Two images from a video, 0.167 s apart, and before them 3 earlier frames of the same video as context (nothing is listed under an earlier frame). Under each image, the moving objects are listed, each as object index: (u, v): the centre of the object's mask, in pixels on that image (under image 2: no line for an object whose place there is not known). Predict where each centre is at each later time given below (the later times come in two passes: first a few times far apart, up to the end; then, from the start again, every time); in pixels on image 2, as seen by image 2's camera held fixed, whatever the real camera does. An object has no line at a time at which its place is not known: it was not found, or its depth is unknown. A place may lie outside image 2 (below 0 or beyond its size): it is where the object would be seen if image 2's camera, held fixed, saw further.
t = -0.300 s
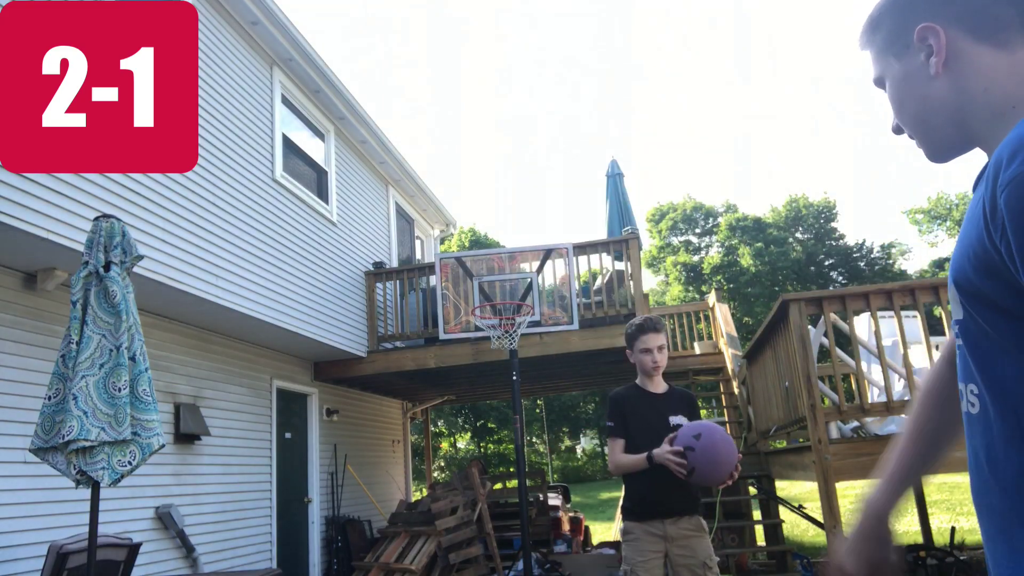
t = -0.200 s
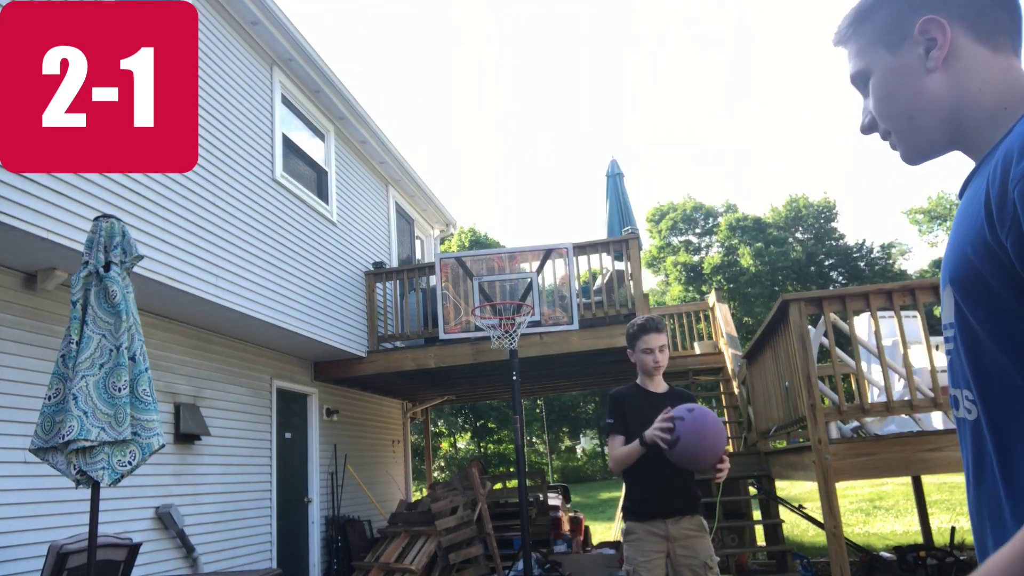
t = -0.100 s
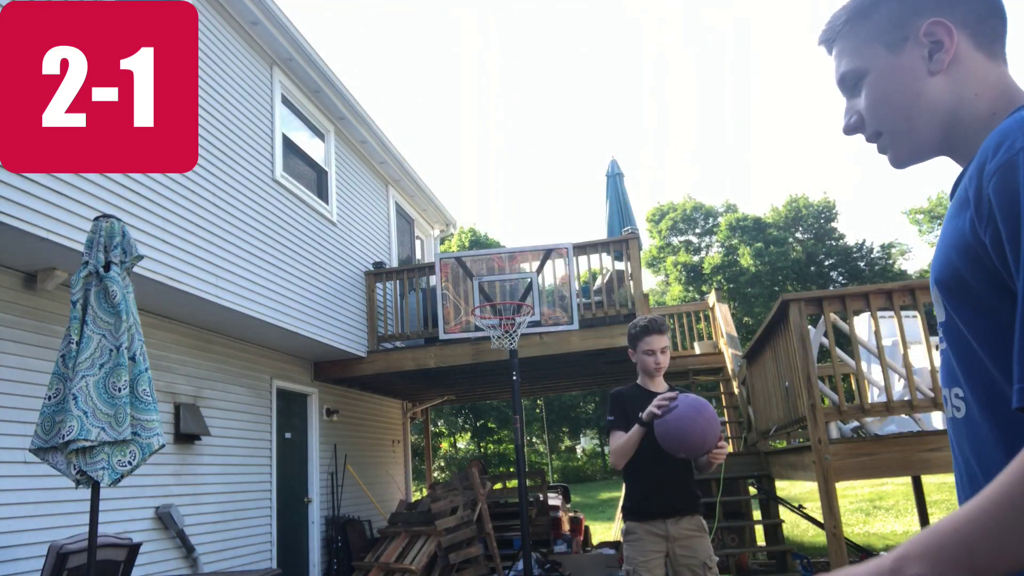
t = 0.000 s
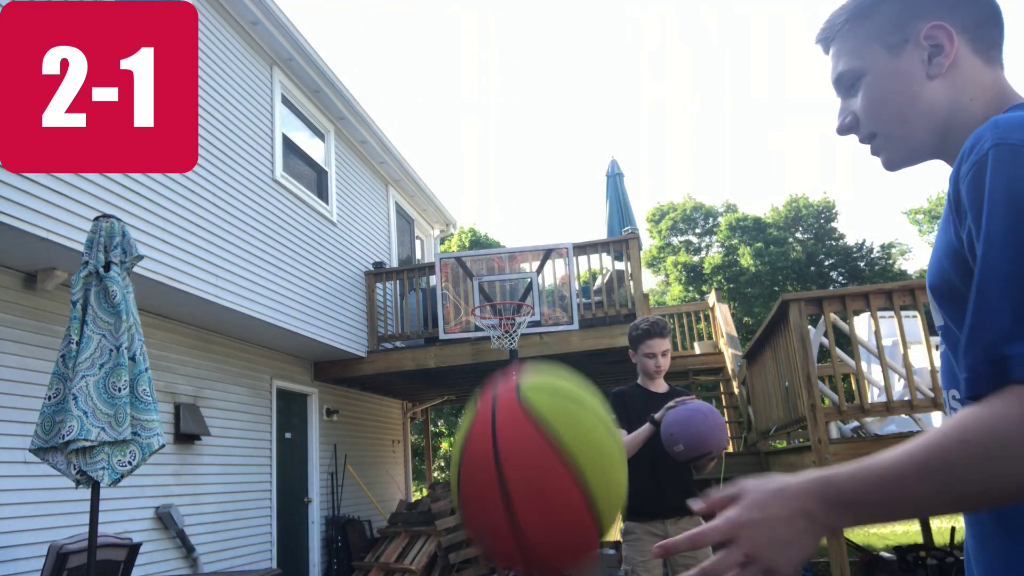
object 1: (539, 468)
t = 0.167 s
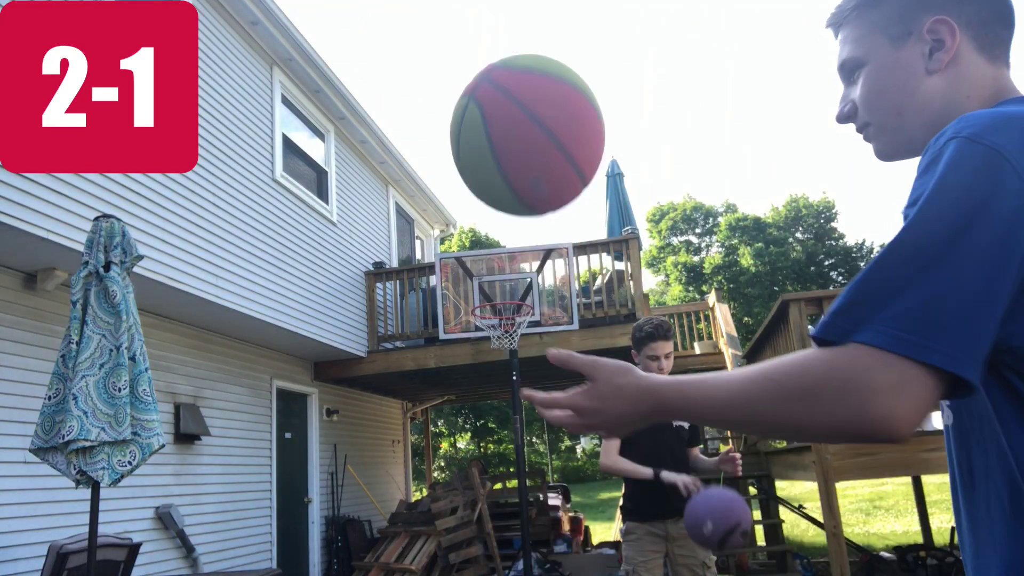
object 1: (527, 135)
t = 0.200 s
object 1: (527, 101)
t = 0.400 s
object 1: (539, 56)
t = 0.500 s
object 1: (551, 100)
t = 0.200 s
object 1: (527, 101)
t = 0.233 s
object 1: (528, 77)
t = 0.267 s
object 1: (529, 63)
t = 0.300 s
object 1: (531, 56)
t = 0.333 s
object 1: (533, 53)
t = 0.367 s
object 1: (536, 53)
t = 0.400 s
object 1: (539, 56)
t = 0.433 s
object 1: (542, 63)
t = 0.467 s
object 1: (547, 77)
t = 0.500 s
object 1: (551, 100)
